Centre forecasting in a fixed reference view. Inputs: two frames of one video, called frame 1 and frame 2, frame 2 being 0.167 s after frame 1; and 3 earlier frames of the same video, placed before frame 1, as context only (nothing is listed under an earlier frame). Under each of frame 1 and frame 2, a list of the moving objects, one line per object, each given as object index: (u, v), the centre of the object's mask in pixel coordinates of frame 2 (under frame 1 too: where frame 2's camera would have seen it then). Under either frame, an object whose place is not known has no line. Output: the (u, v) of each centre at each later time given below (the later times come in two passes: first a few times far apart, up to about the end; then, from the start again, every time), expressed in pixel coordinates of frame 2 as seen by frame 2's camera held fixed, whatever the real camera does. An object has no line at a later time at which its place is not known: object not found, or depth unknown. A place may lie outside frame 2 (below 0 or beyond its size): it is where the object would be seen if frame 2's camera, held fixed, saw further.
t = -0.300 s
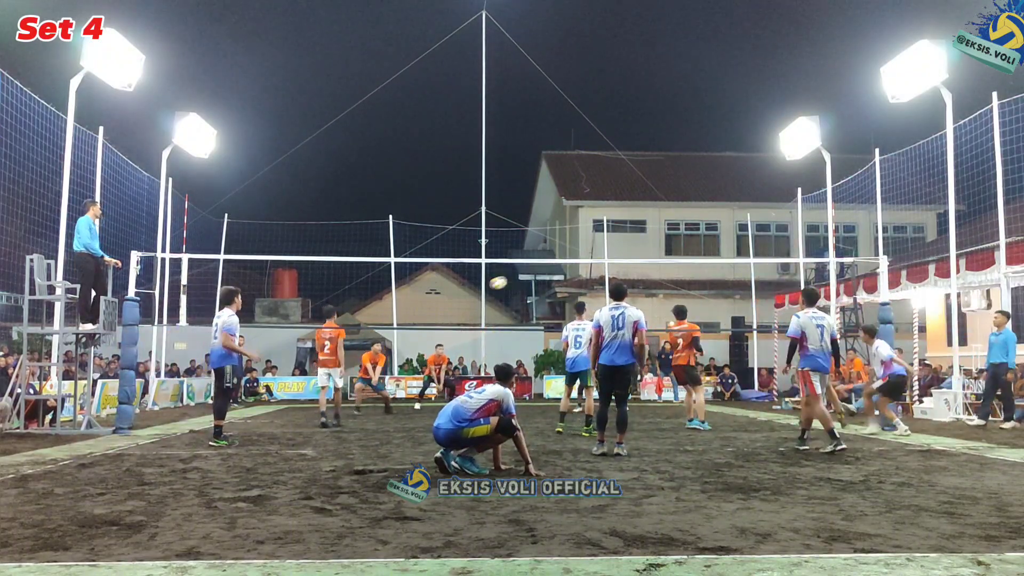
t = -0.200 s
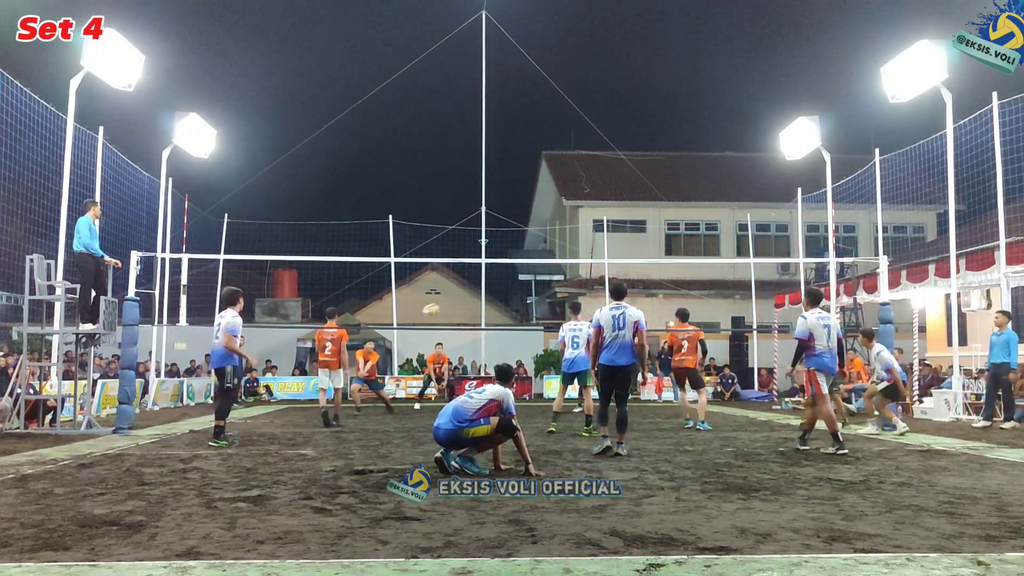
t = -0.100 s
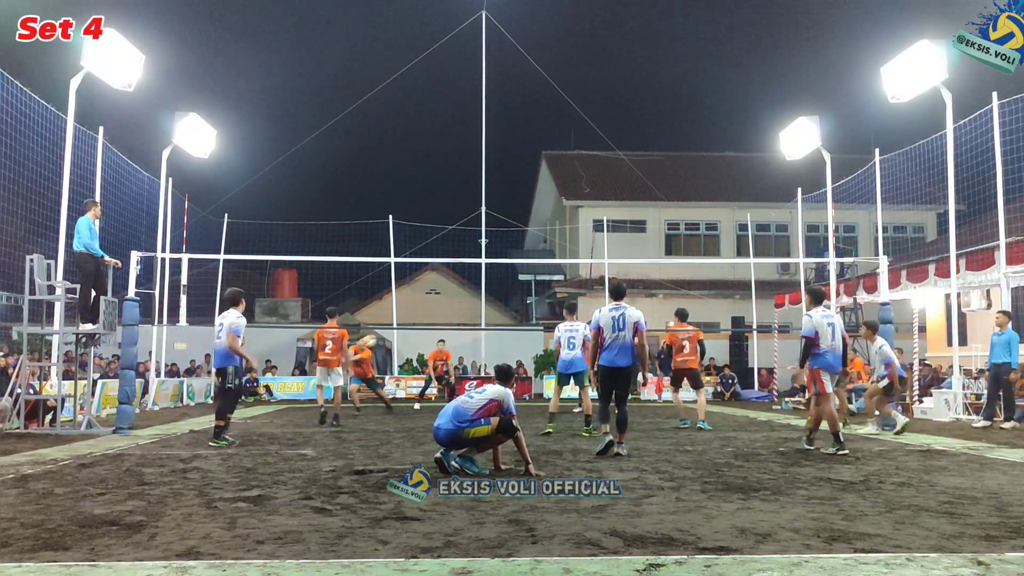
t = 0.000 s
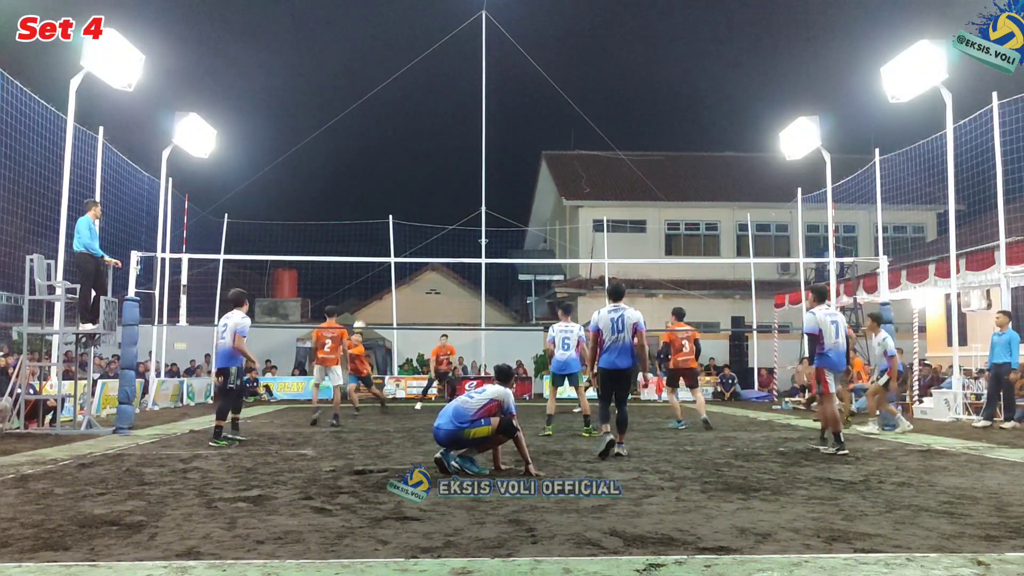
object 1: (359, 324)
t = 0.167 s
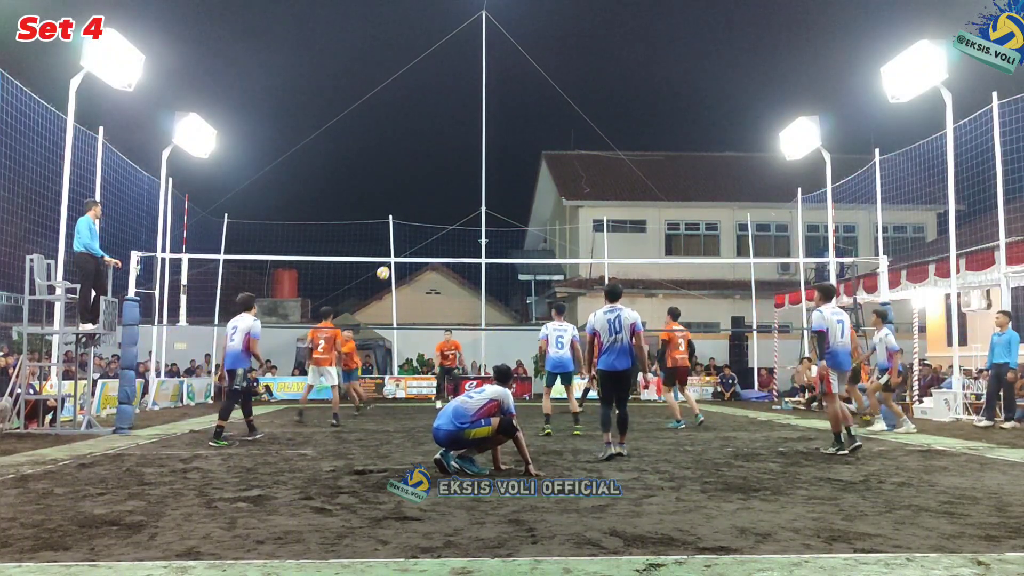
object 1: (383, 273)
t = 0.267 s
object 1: (399, 247)
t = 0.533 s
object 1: (439, 206)
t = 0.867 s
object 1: (493, 209)
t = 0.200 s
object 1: (387, 265)
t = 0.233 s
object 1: (393, 254)
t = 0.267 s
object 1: (399, 247)
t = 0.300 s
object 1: (403, 240)
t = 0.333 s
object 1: (408, 233)
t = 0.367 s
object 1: (413, 227)
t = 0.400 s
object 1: (421, 219)
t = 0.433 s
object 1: (423, 217)
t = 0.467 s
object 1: (428, 213)
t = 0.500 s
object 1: (433, 209)
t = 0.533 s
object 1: (439, 206)
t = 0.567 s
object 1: (444, 203)
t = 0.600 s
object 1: (449, 201)
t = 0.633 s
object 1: (455, 200)
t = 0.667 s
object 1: (460, 199)
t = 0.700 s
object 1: (465, 199)
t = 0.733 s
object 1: (471, 200)
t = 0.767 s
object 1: (476, 201)
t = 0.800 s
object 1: (482, 203)
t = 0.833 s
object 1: (488, 206)
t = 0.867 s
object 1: (493, 209)
